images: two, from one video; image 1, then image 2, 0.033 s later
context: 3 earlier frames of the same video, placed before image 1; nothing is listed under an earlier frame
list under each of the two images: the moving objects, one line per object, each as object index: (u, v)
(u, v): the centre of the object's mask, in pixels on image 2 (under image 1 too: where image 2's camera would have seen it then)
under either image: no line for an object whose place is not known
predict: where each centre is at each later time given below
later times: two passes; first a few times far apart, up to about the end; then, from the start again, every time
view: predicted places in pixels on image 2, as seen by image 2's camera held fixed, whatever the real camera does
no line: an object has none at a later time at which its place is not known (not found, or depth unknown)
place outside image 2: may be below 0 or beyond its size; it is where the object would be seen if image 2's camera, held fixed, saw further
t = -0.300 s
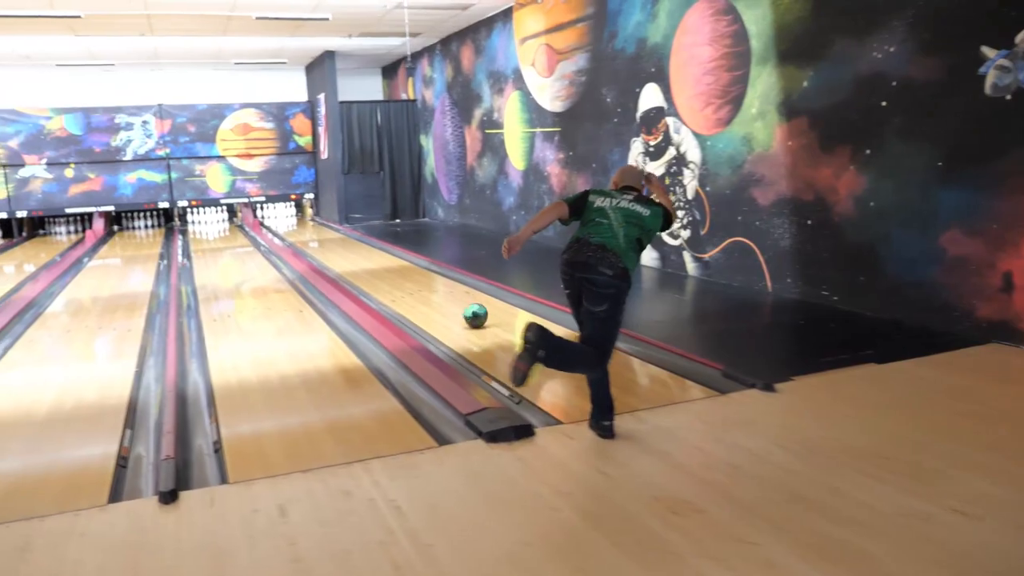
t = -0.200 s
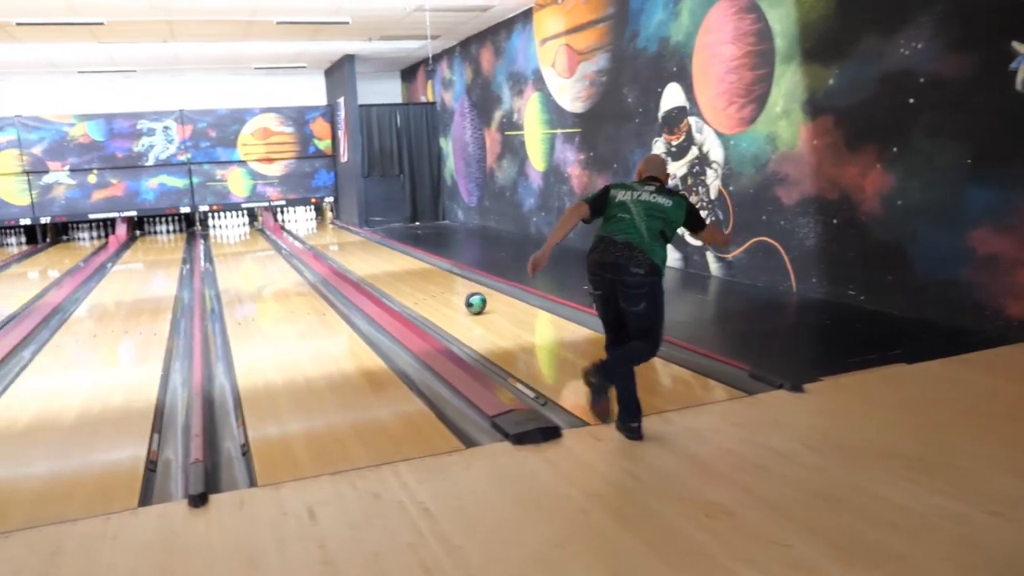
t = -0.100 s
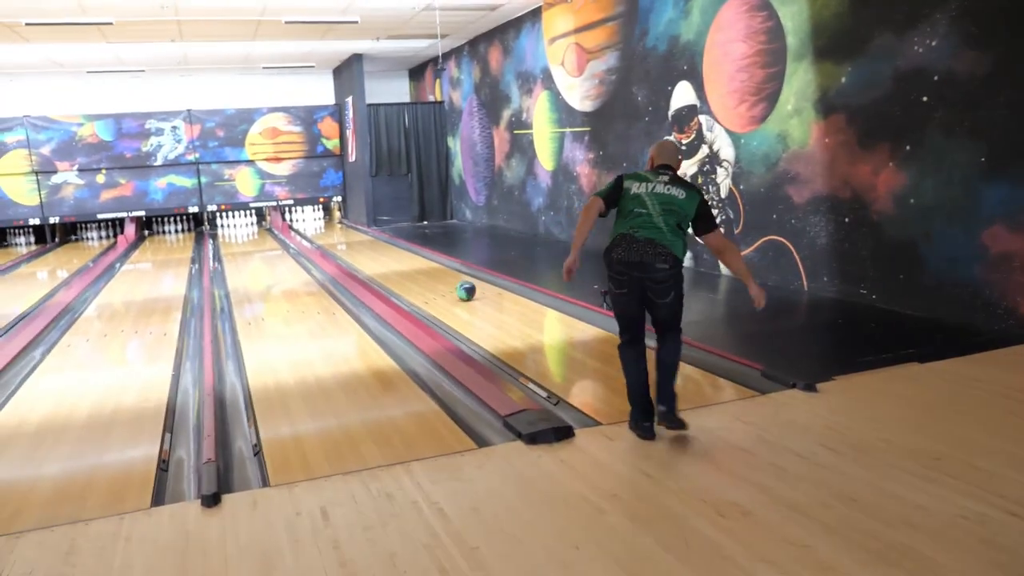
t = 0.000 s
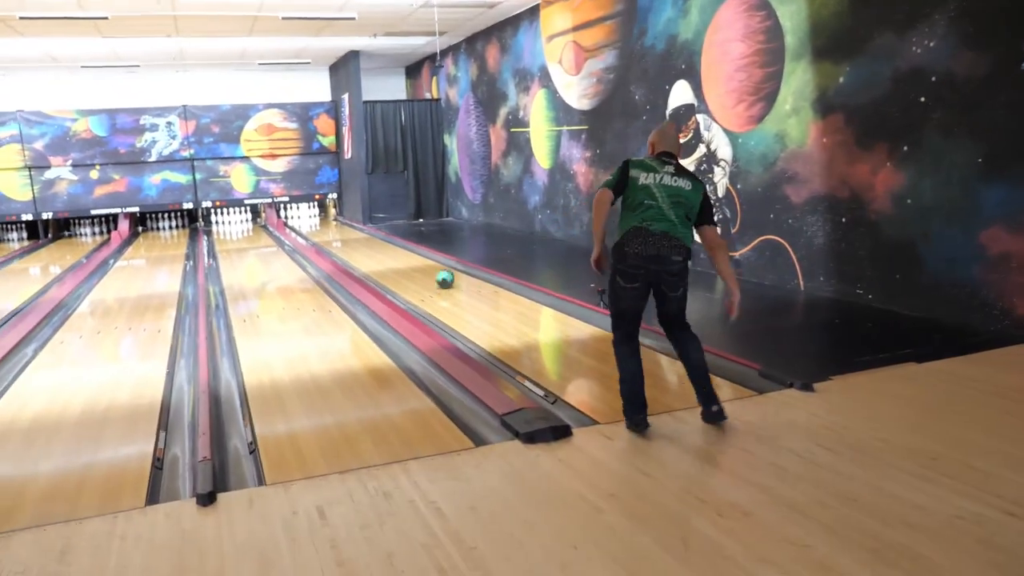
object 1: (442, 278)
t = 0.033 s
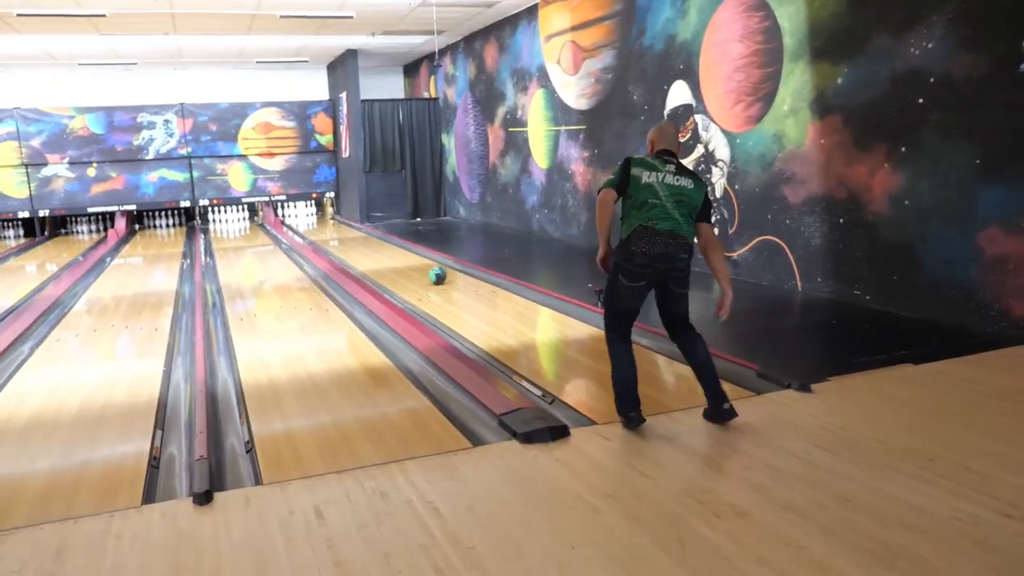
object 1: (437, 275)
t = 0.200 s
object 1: (415, 263)
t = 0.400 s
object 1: (394, 251)
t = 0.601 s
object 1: (376, 242)
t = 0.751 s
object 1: (365, 236)
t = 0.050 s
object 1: (435, 274)
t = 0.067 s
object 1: (433, 273)
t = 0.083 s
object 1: (430, 272)
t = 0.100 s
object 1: (428, 270)
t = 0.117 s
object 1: (426, 269)
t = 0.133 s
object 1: (424, 268)
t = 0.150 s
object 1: (421, 267)
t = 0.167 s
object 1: (419, 265)
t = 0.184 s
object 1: (418, 264)
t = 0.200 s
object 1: (415, 263)
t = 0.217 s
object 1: (413, 262)
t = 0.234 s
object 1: (411, 261)
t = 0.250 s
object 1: (409, 259)
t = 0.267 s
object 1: (407, 258)
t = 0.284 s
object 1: (406, 258)
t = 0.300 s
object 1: (404, 257)
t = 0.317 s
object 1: (402, 256)
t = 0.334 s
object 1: (401, 255)
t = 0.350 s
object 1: (399, 254)
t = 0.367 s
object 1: (397, 253)
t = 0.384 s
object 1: (395, 252)
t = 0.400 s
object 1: (394, 251)
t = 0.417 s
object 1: (392, 251)
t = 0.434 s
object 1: (391, 249)
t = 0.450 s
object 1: (389, 249)
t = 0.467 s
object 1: (388, 248)
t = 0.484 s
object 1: (386, 247)
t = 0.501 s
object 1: (385, 246)
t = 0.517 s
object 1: (383, 246)
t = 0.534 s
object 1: (382, 245)
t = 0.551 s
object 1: (380, 244)
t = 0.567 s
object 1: (379, 243)
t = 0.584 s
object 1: (377, 242)
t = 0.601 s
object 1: (376, 242)
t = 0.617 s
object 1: (375, 241)
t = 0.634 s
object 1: (374, 241)
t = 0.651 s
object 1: (373, 240)
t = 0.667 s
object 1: (372, 240)
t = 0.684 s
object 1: (371, 239)
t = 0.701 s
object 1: (370, 238)
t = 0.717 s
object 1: (369, 237)
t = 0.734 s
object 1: (367, 236)
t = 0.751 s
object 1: (365, 236)
